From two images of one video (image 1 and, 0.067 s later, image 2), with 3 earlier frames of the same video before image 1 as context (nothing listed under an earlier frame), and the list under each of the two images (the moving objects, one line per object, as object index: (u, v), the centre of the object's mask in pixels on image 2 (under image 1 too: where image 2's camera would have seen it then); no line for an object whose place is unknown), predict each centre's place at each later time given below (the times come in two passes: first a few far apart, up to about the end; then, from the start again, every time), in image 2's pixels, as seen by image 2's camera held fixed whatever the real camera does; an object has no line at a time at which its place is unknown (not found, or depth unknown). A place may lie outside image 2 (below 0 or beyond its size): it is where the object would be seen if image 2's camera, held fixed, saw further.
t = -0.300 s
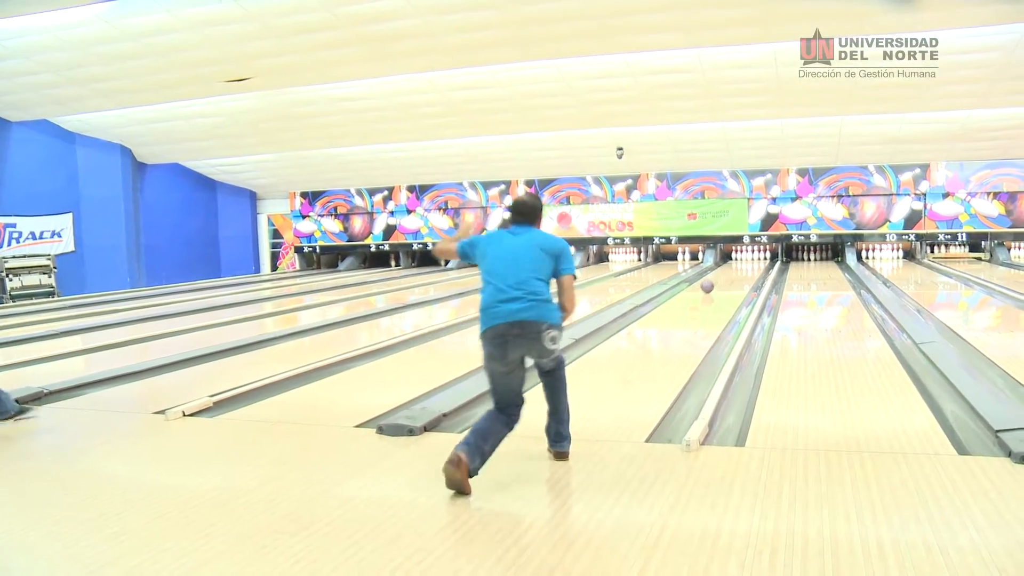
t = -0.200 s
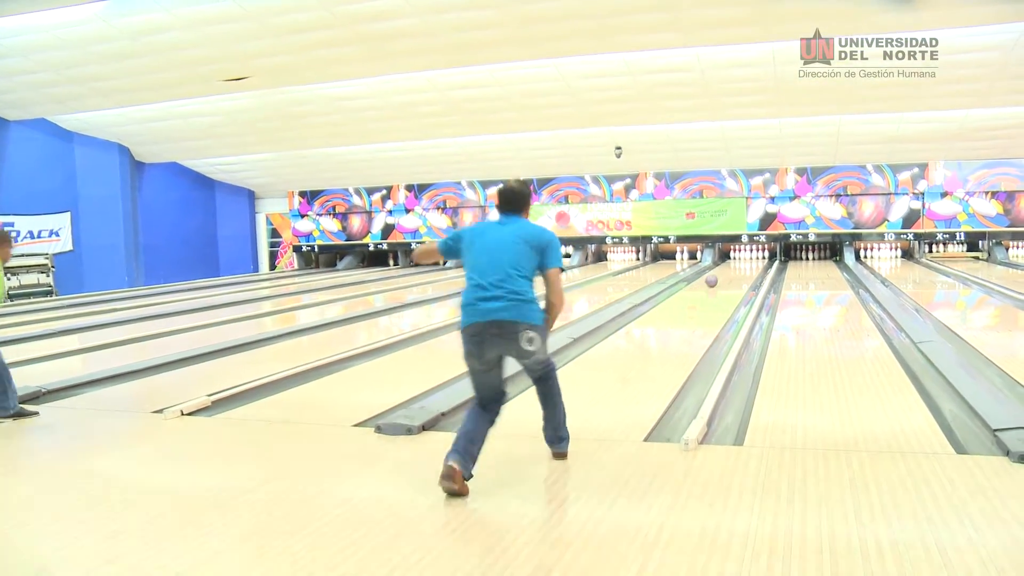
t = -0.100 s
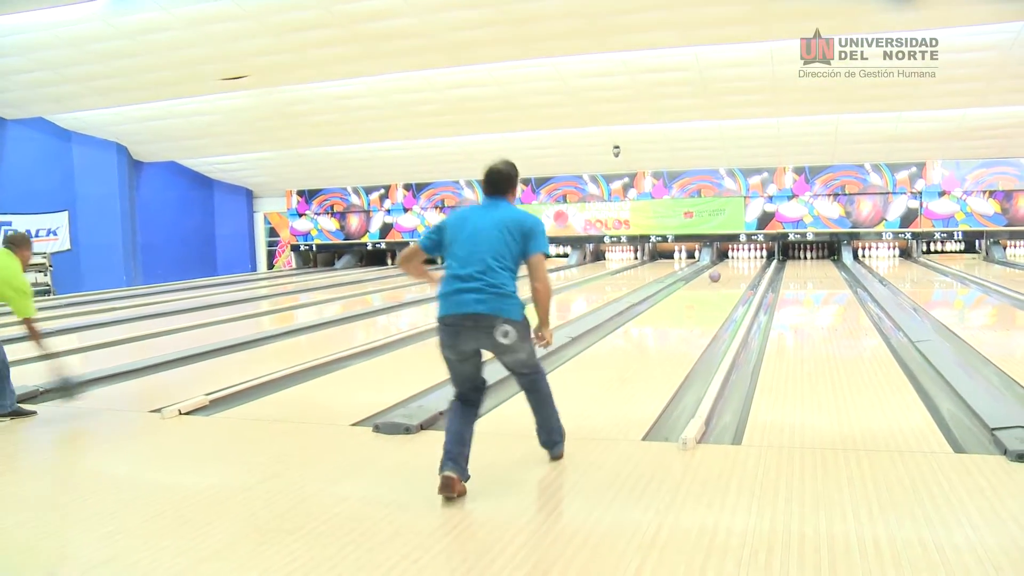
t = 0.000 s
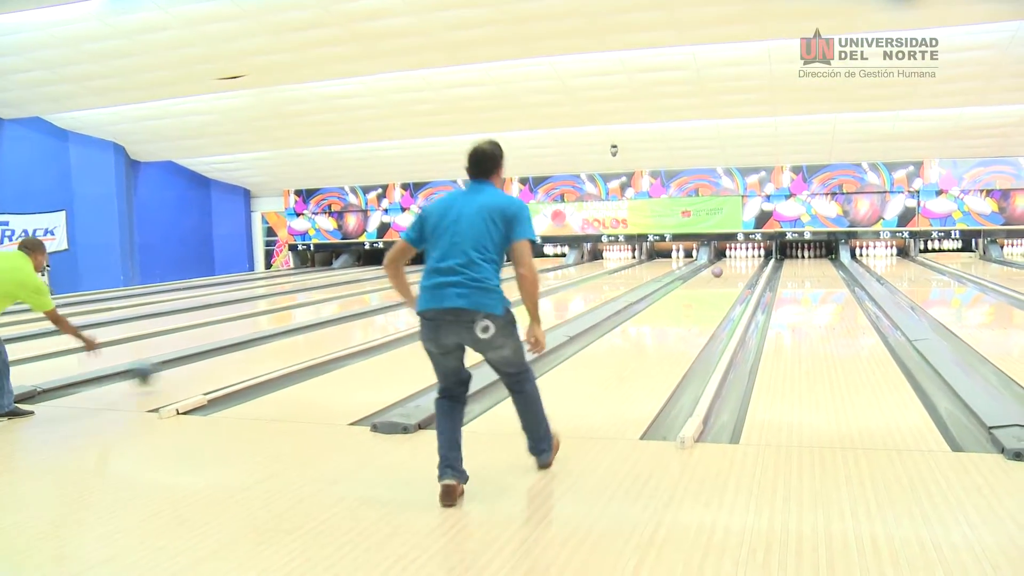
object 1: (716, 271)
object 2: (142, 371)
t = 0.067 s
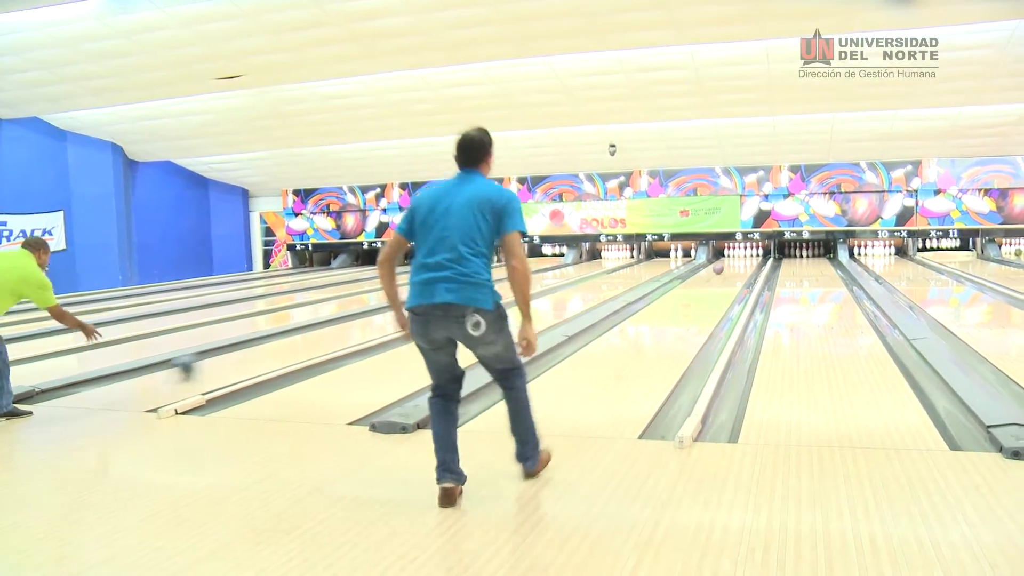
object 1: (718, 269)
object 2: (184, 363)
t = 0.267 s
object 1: (723, 264)
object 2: (288, 339)
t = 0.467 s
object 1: (730, 258)
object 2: (364, 319)
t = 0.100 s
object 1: (719, 268)
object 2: (204, 359)
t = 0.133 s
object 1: (720, 268)
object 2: (223, 354)
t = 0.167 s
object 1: (721, 266)
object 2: (241, 350)
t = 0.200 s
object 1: (722, 265)
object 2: (258, 345)
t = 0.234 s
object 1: (723, 265)
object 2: (273, 342)
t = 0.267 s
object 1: (723, 264)
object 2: (288, 339)
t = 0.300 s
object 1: (724, 263)
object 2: (303, 334)
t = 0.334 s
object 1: (726, 262)
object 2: (316, 331)
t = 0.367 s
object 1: (727, 261)
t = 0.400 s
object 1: (728, 259)
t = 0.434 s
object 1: (729, 259)
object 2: (353, 322)
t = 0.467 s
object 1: (730, 258)
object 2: (364, 319)
